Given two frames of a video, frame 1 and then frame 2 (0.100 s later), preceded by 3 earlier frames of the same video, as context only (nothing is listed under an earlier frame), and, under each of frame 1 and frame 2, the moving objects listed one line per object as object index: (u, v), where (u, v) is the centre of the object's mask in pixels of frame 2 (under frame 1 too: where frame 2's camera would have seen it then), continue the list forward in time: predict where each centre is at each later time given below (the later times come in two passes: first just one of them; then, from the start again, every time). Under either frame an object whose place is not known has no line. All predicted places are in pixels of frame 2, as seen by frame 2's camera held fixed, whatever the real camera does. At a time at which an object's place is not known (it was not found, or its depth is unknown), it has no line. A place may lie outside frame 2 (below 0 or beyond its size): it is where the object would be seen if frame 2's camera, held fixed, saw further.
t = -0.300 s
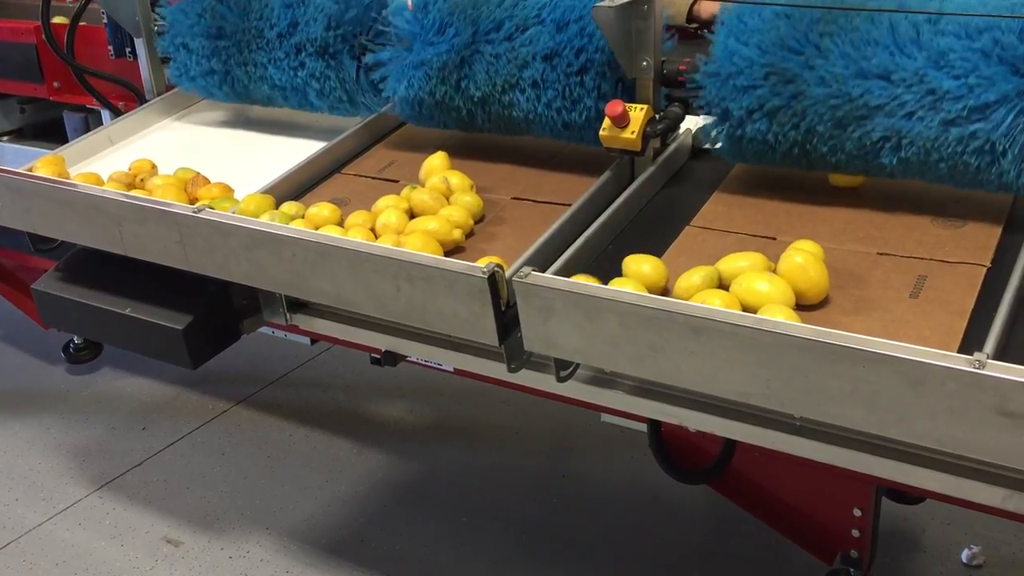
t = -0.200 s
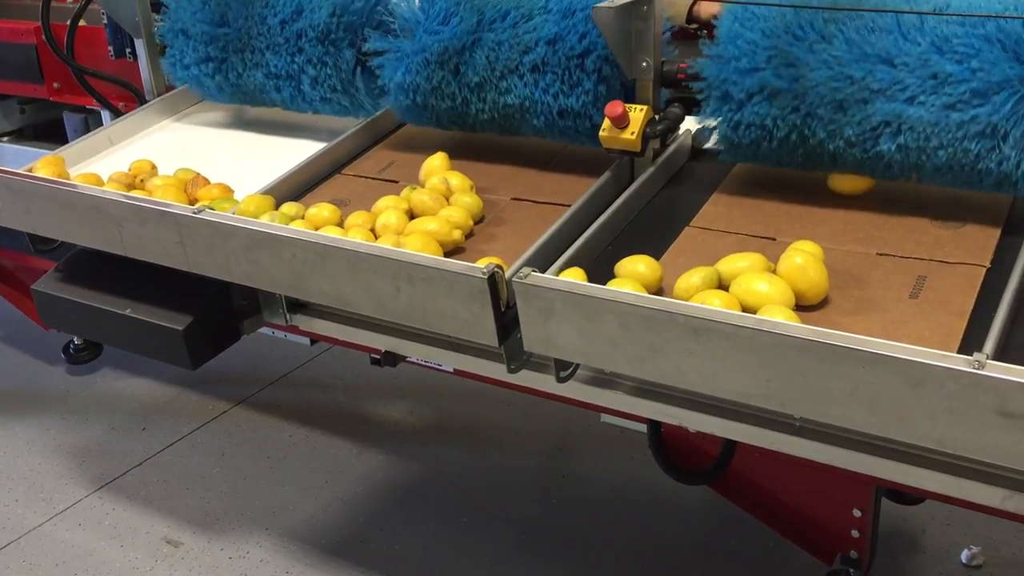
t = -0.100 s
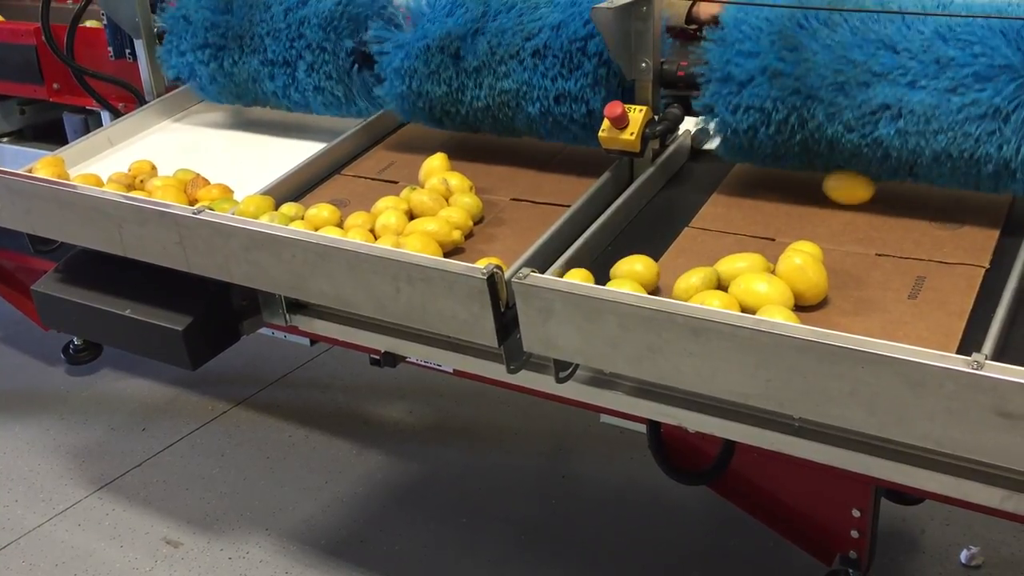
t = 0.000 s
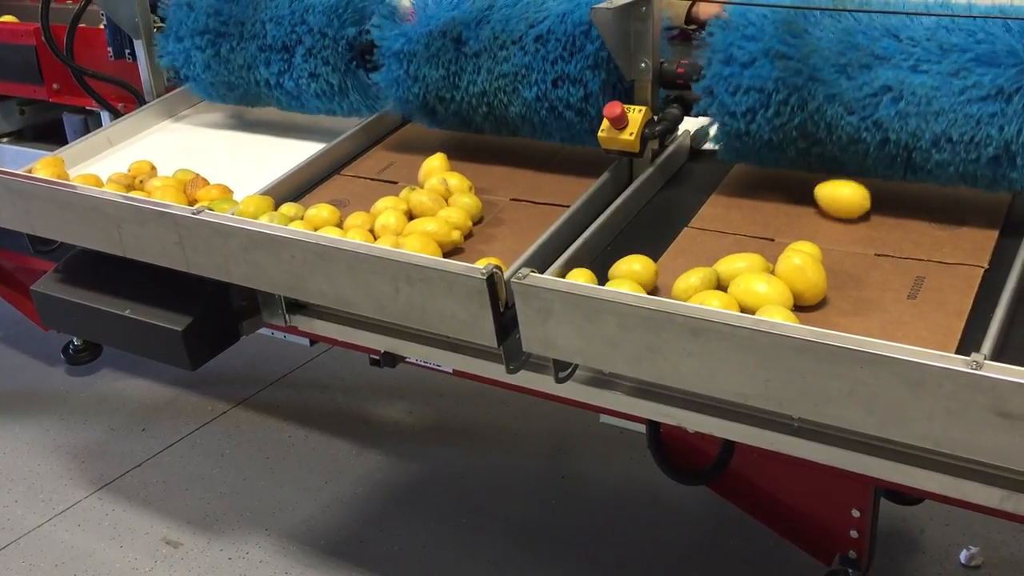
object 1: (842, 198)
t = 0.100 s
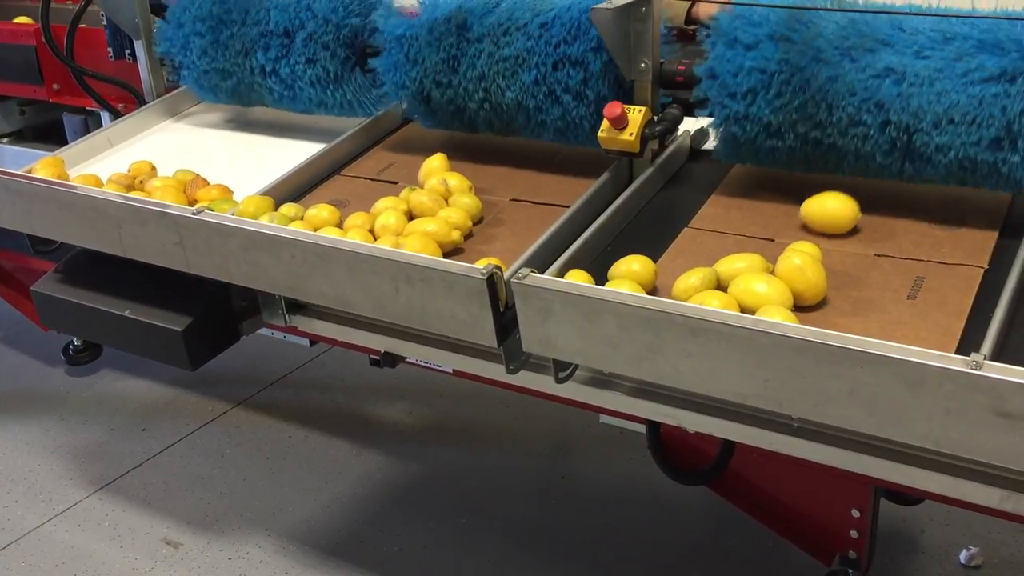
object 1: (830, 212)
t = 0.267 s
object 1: (807, 231)
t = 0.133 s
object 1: (825, 217)
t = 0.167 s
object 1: (820, 223)
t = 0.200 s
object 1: (816, 228)
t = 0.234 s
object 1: (810, 232)
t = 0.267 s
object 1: (807, 231)
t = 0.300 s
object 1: (804, 232)
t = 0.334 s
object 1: (801, 233)
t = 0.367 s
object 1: (800, 234)
